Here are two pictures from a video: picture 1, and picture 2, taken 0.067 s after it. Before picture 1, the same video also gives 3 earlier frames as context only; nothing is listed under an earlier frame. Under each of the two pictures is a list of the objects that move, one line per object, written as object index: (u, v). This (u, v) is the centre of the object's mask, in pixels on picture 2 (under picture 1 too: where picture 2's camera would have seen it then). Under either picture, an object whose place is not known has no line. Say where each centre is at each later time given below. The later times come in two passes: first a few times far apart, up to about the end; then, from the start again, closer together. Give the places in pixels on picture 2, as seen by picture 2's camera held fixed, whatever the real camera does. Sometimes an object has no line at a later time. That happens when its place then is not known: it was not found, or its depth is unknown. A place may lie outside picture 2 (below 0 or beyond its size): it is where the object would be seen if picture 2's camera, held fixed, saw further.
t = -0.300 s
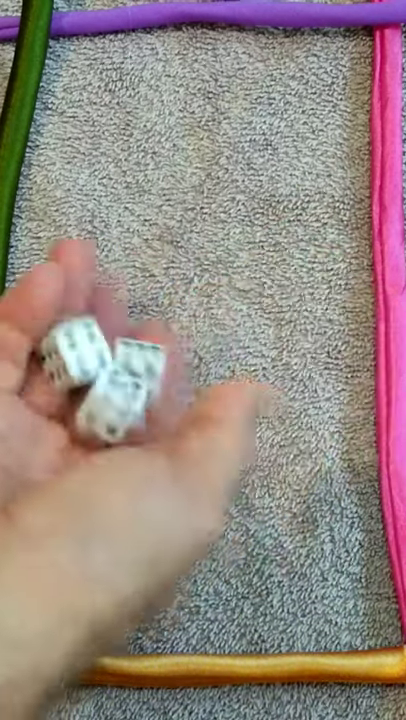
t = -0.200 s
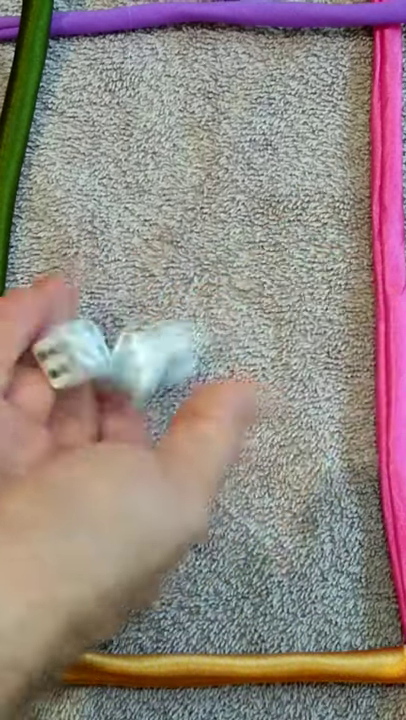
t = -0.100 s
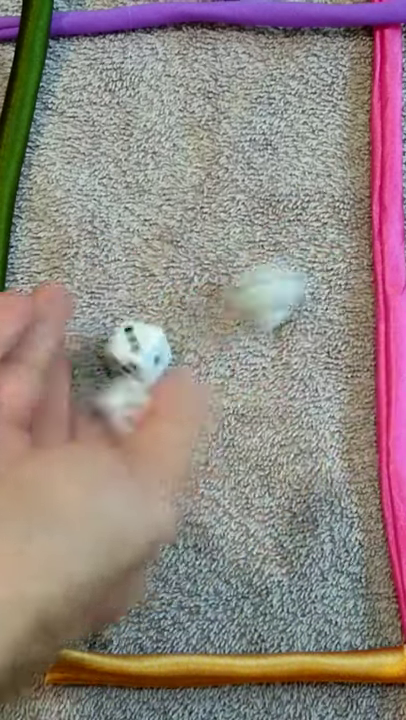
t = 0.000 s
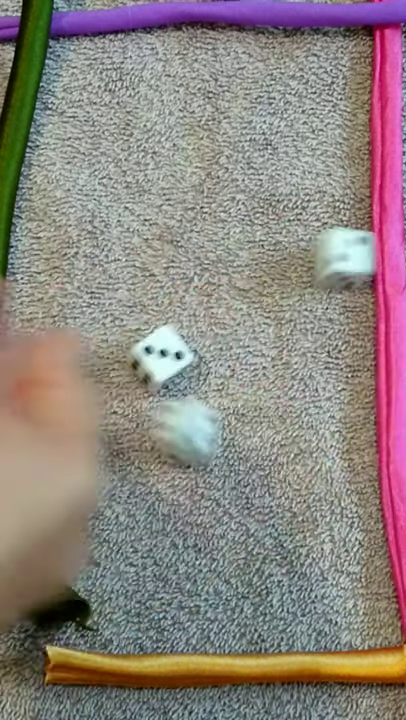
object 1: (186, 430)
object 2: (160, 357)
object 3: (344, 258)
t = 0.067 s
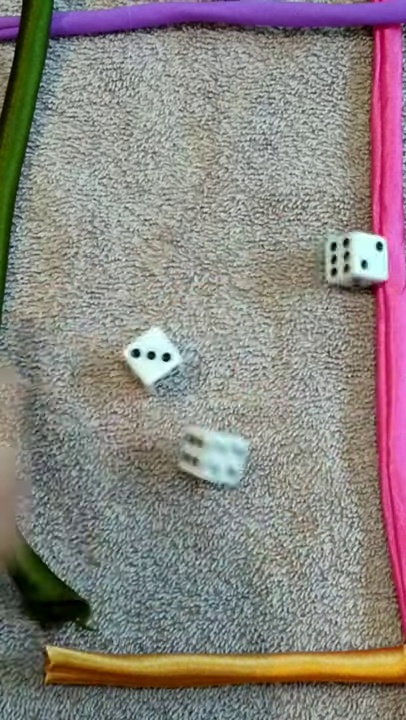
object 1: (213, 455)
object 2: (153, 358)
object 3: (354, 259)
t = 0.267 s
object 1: (237, 456)
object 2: (155, 359)
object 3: (340, 262)
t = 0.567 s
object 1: (240, 457)
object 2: (155, 359)
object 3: (339, 262)
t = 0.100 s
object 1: (220, 458)
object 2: (155, 357)
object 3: (355, 260)
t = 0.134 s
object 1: (228, 455)
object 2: (154, 358)
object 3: (352, 259)
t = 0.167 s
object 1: (243, 457)
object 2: (154, 358)
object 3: (347, 260)
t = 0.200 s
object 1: (247, 457)
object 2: (154, 359)
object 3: (337, 262)
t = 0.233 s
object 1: (244, 457)
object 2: (155, 359)
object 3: (336, 262)
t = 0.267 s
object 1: (237, 456)
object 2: (155, 359)
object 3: (340, 262)
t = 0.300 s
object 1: (240, 457)
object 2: (155, 359)
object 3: (340, 262)
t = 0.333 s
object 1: (240, 457)
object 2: (155, 359)
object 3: (339, 262)
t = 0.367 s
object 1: (240, 457)
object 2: (155, 359)
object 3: (339, 262)
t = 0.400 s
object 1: (240, 457)
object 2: (155, 359)
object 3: (339, 262)
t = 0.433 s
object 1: (240, 457)
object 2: (155, 359)
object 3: (339, 262)
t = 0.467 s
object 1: (240, 457)
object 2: (155, 359)
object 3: (339, 262)
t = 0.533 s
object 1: (240, 457)
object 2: (154, 359)
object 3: (339, 262)
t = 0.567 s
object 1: (240, 457)
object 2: (155, 359)
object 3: (339, 262)
